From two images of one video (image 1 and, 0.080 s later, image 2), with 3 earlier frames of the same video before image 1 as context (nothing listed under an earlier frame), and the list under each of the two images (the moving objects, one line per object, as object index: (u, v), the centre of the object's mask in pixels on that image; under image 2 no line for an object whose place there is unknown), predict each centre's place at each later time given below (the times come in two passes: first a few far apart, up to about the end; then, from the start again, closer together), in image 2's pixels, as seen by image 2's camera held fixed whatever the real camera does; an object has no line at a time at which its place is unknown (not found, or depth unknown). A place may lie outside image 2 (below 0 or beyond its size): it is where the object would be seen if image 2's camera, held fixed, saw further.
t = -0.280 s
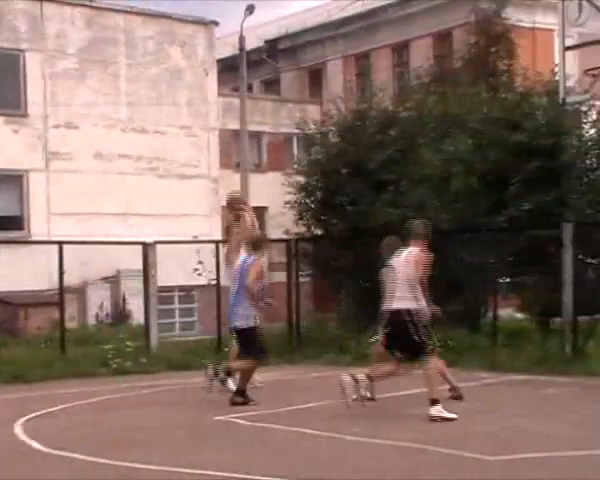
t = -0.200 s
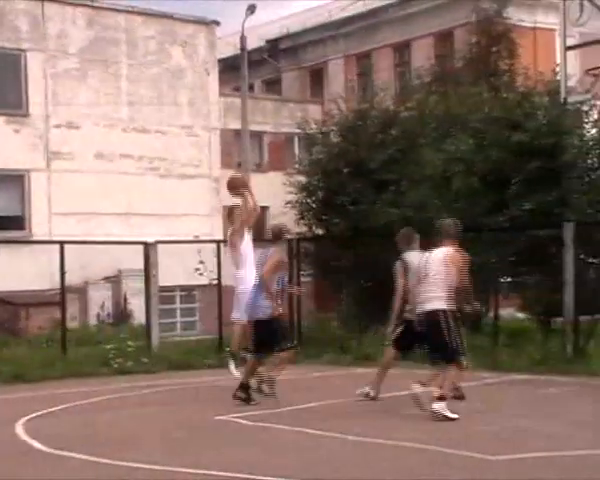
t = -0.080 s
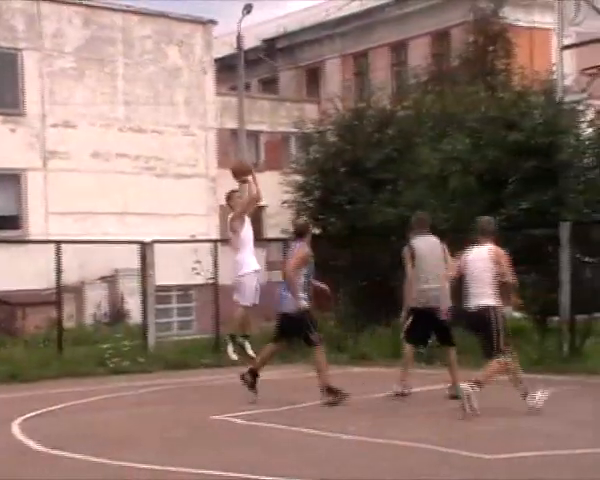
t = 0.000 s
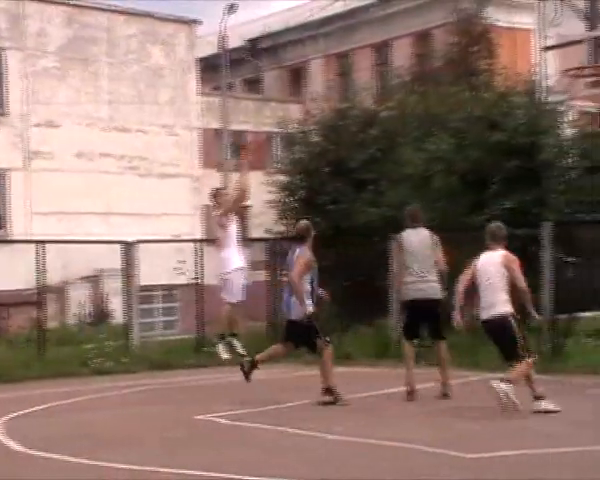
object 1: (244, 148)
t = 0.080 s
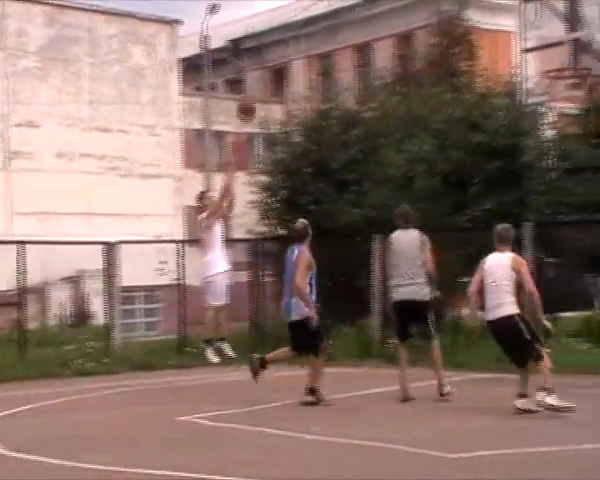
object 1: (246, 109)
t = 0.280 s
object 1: (312, 38)
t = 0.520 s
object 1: (398, 4)
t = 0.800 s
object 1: (513, 31)
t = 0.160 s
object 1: (276, 72)
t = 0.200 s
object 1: (286, 63)
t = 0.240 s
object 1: (300, 51)
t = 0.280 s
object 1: (312, 38)
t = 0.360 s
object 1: (340, 24)
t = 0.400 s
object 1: (355, 17)
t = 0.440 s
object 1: (370, 12)
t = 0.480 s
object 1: (384, 6)
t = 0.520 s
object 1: (398, 4)
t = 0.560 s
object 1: (416, 3)
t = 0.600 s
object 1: (430, 4)
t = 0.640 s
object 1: (447, 5)
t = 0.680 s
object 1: (463, 10)
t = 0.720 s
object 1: (480, 16)
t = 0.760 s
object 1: (497, 24)
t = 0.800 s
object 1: (513, 31)
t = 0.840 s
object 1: (534, 44)
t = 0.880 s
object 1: (551, 56)
